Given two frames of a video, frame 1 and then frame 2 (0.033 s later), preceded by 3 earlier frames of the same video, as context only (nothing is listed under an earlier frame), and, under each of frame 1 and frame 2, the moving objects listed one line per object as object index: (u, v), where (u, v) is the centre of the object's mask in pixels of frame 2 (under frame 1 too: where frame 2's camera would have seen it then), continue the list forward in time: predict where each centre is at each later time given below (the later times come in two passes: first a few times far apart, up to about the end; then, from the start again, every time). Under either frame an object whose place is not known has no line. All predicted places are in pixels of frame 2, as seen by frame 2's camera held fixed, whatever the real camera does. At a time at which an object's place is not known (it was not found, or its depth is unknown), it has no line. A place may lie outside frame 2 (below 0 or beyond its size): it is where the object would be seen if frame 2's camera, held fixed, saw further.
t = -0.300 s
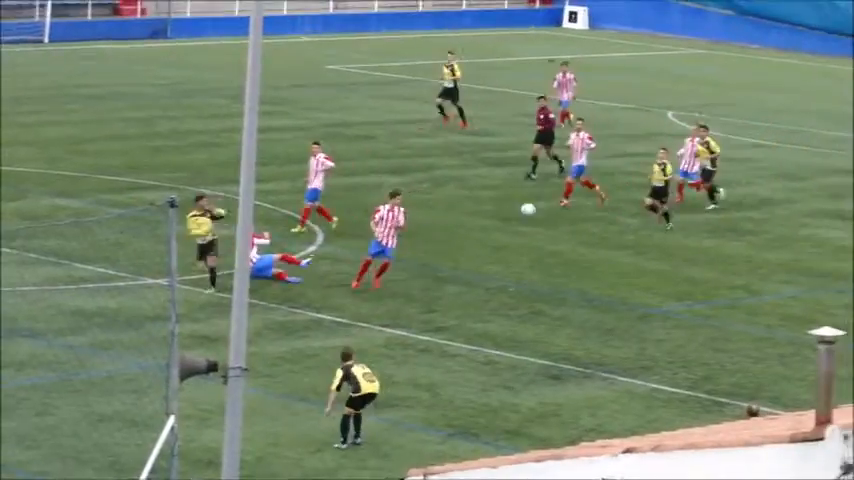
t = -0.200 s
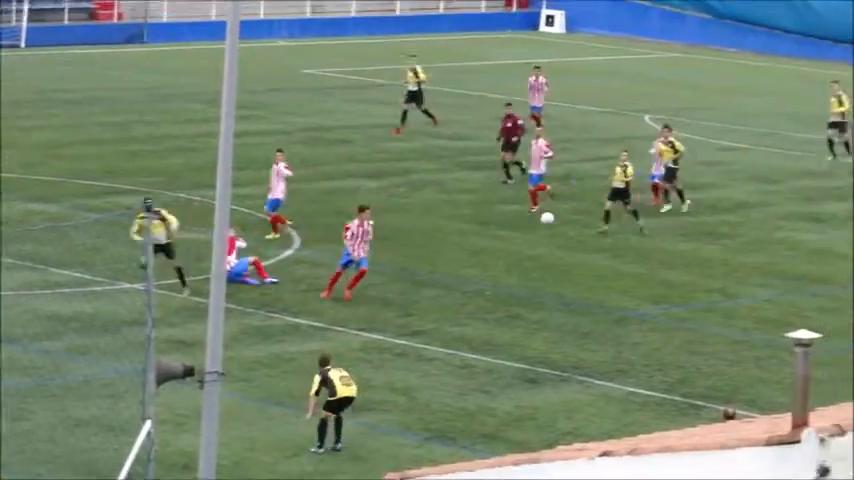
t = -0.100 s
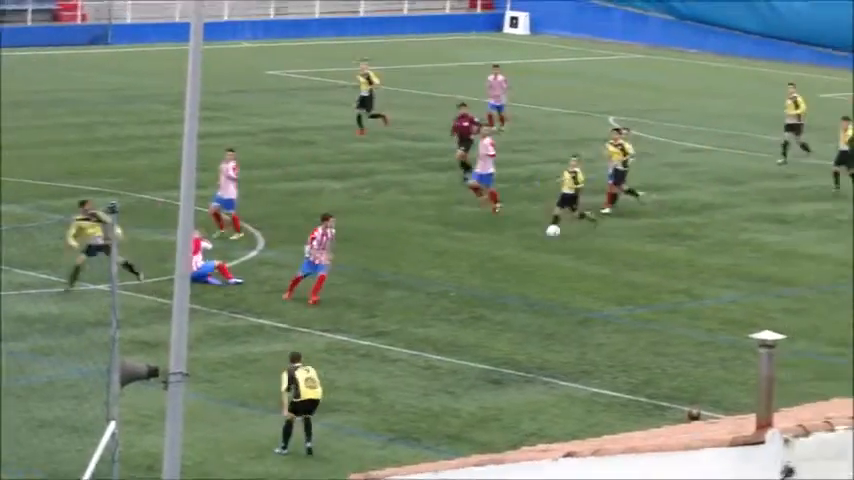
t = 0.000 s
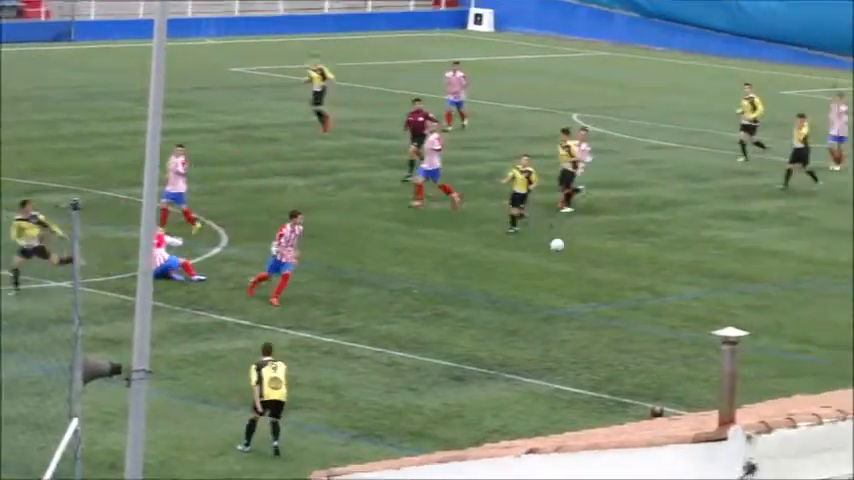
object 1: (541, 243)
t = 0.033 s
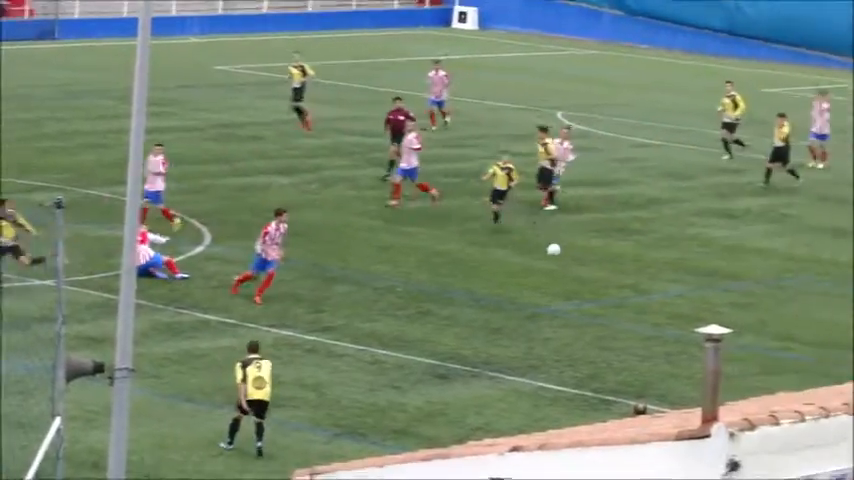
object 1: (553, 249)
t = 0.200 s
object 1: (618, 293)
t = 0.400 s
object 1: (686, 307)
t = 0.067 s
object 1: (566, 257)
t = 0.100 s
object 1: (579, 265)
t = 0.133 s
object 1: (592, 274)
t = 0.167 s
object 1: (605, 283)
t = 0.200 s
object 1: (618, 293)
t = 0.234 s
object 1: (631, 304)
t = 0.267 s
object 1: (644, 315)
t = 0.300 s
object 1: (656, 324)
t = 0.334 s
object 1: (666, 317)
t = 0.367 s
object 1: (675, 311)
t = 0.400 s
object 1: (686, 307)
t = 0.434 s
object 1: (695, 303)
